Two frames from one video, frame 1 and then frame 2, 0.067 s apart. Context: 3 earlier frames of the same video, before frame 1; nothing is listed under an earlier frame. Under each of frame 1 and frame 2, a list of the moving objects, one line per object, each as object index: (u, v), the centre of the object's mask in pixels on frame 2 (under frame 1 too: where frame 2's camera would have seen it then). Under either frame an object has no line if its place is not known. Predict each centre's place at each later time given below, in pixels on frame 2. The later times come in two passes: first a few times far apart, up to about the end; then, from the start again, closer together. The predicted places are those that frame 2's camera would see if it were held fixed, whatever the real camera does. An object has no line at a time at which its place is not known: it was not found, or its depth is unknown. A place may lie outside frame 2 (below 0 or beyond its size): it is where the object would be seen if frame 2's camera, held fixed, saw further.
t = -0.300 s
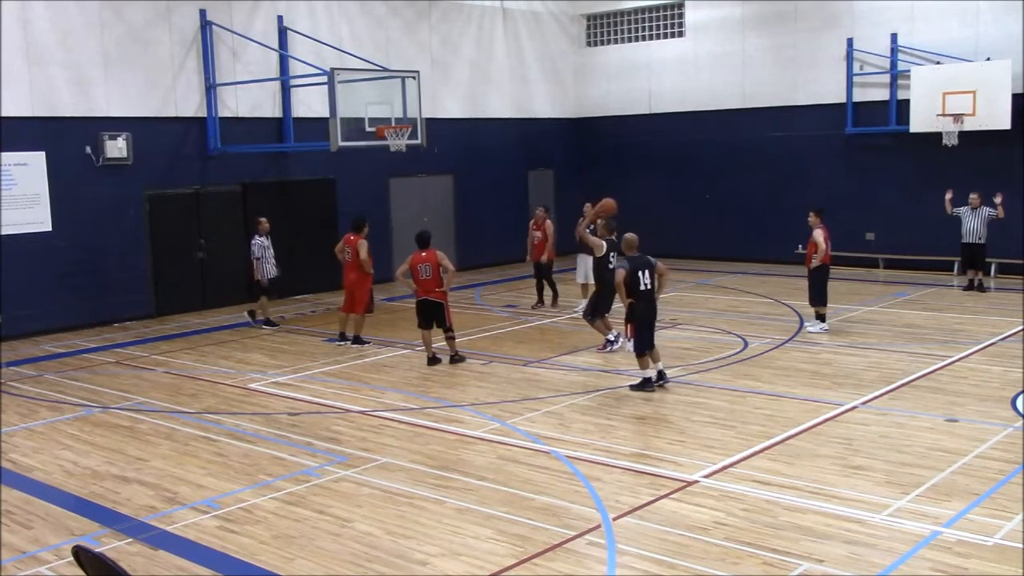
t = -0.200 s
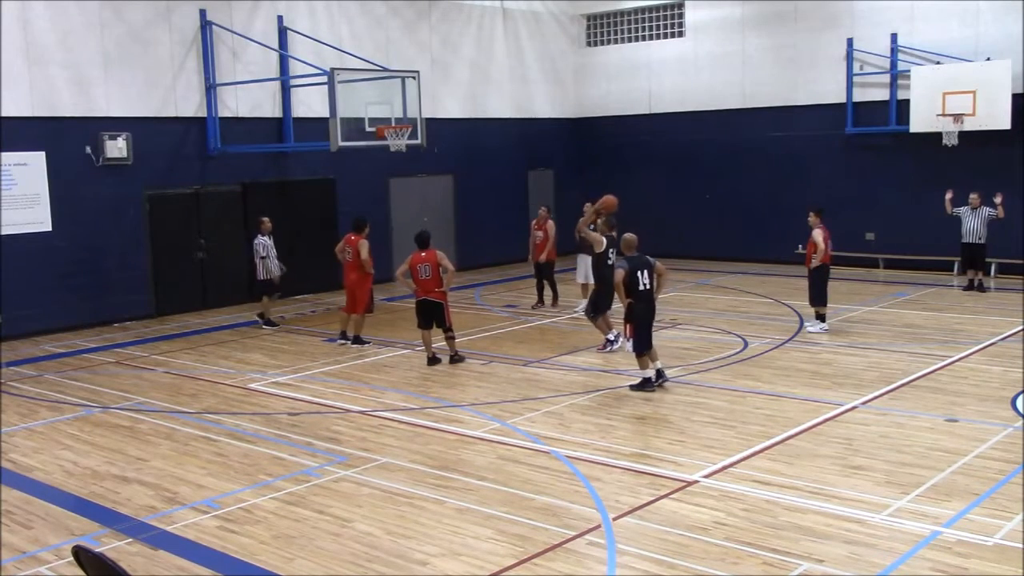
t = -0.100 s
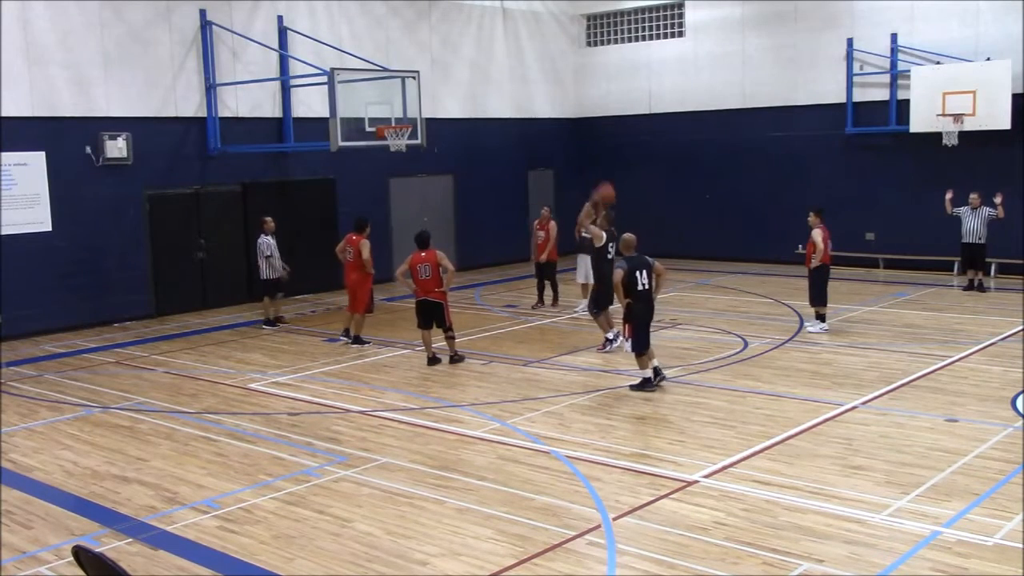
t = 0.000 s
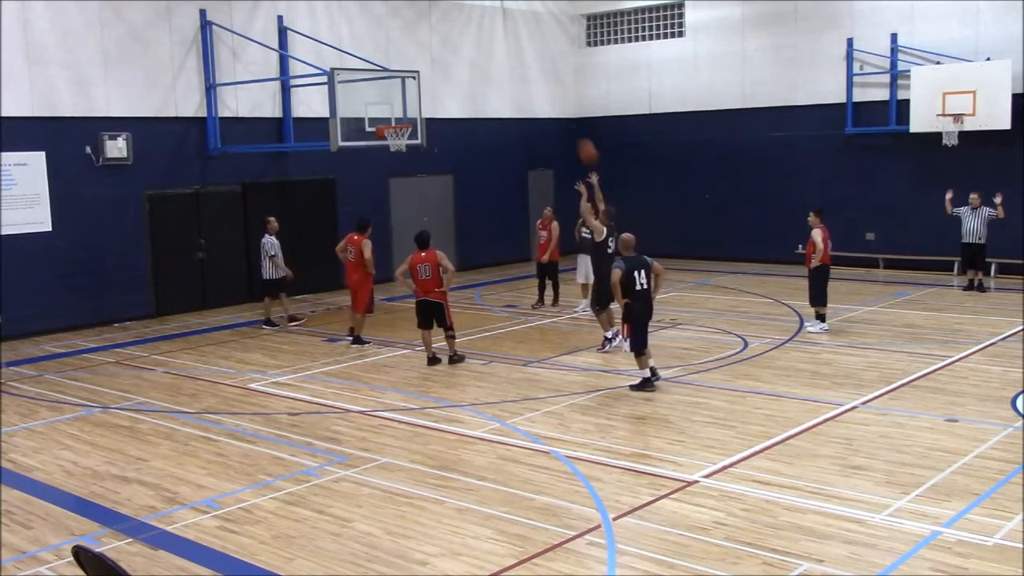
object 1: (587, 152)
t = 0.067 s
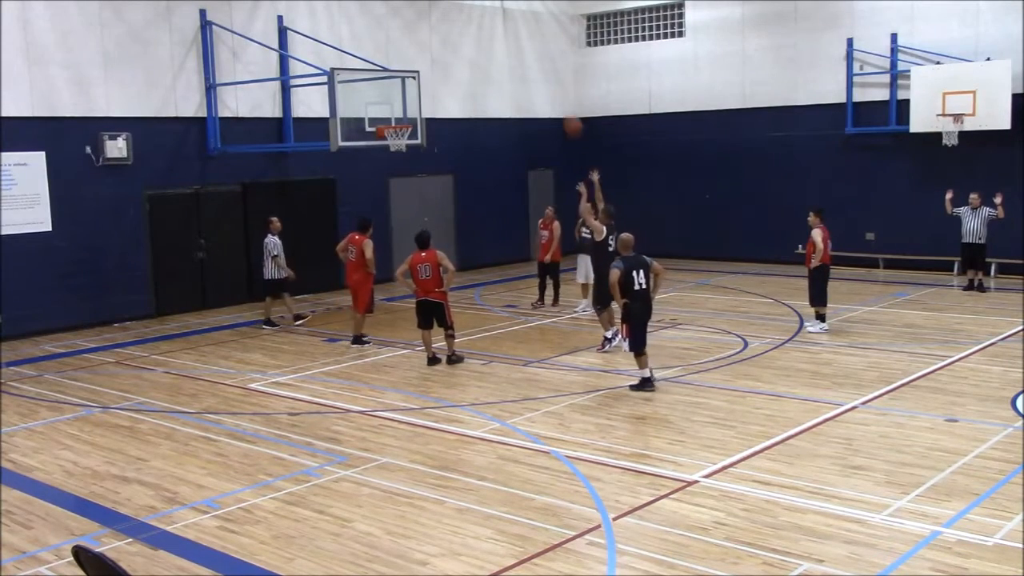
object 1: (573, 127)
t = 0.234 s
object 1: (536, 74)
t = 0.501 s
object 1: (486, 38)
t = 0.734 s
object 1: (447, 49)
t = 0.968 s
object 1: (414, 95)
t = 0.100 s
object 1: (565, 114)
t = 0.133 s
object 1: (557, 101)
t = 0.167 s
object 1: (550, 91)
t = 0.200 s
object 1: (543, 82)
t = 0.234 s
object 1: (536, 74)
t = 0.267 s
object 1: (529, 66)
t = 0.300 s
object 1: (523, 60)
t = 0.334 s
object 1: (516, 54)
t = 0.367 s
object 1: (510, 49)
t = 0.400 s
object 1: (504, 45)
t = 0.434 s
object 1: (498, 42)
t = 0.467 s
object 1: (492, 40)
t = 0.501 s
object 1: (486, 38)
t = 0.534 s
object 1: (480, 38)
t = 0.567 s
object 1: (474, 38)
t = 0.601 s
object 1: (469, 38)
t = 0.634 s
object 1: (463, 40)
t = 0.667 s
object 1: (458, 42)
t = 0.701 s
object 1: (453, 45)
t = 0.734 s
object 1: (447, 49)
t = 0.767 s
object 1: (442, 53)
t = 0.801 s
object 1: (437, 59)
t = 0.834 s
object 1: (432, 64)
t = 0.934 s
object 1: (419, 85)
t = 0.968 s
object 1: (414, 95)
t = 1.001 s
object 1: (409, 103)
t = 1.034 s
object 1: (404, 112)
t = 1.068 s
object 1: (402, 123)
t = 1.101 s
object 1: (396, 133)
